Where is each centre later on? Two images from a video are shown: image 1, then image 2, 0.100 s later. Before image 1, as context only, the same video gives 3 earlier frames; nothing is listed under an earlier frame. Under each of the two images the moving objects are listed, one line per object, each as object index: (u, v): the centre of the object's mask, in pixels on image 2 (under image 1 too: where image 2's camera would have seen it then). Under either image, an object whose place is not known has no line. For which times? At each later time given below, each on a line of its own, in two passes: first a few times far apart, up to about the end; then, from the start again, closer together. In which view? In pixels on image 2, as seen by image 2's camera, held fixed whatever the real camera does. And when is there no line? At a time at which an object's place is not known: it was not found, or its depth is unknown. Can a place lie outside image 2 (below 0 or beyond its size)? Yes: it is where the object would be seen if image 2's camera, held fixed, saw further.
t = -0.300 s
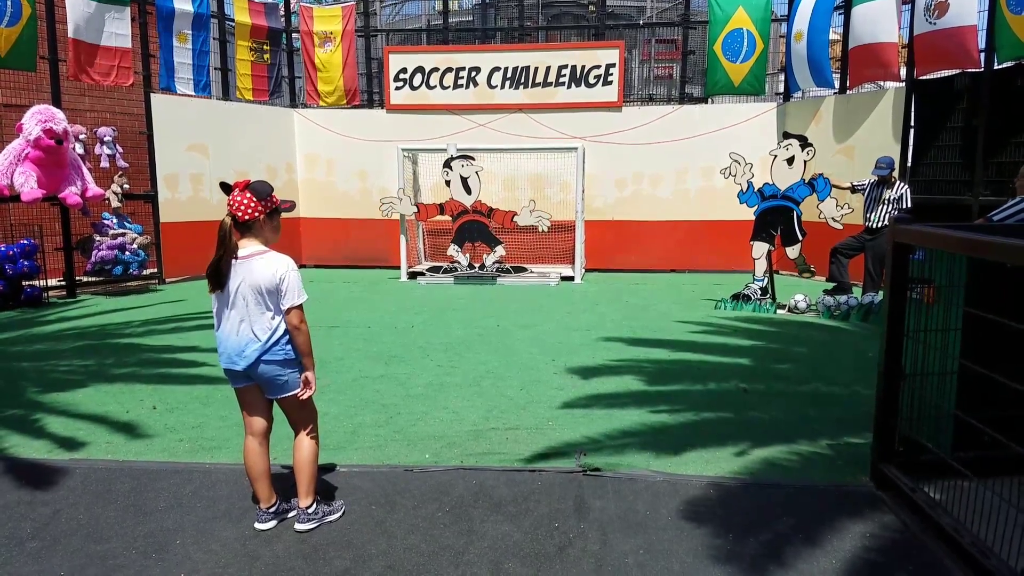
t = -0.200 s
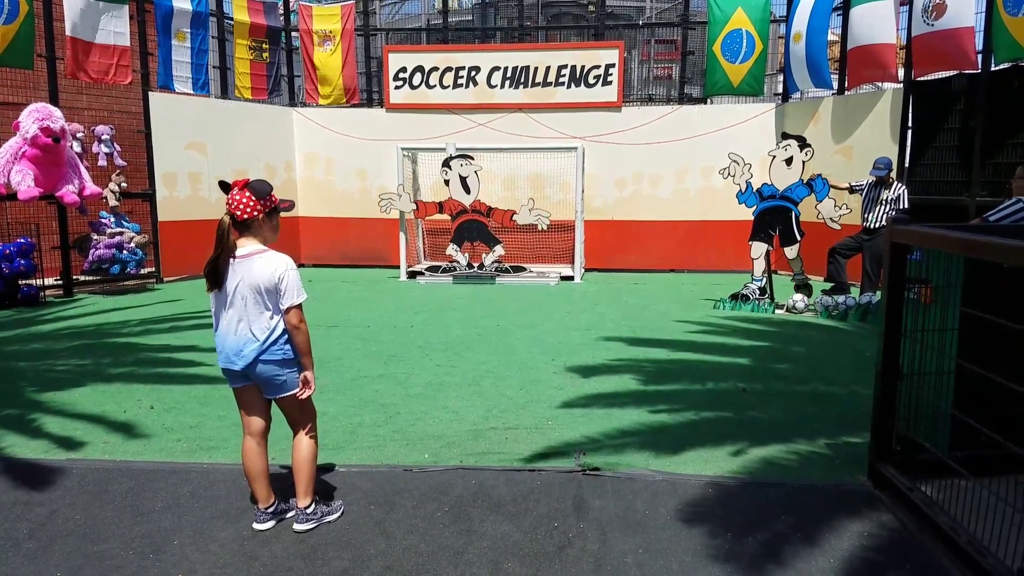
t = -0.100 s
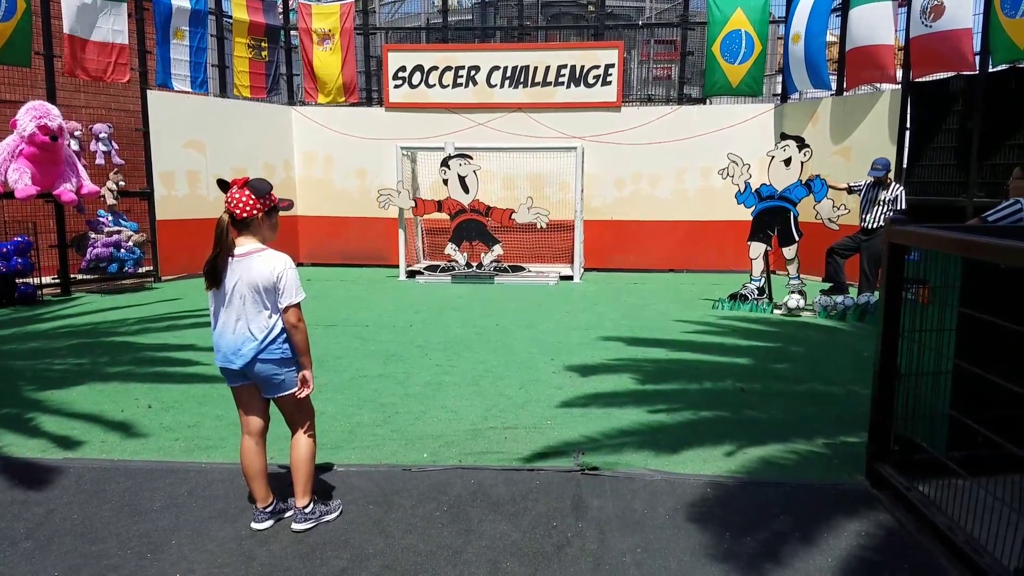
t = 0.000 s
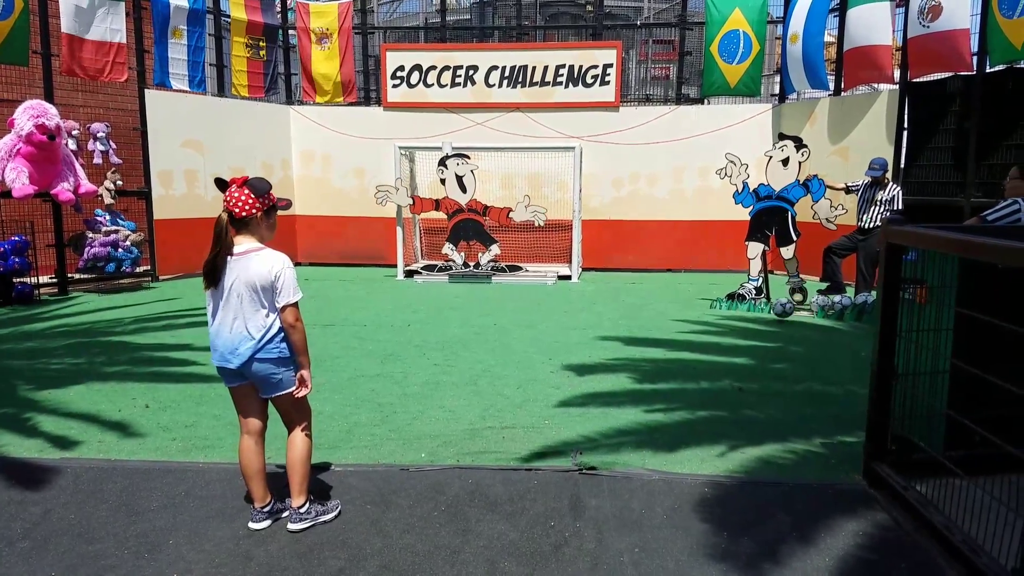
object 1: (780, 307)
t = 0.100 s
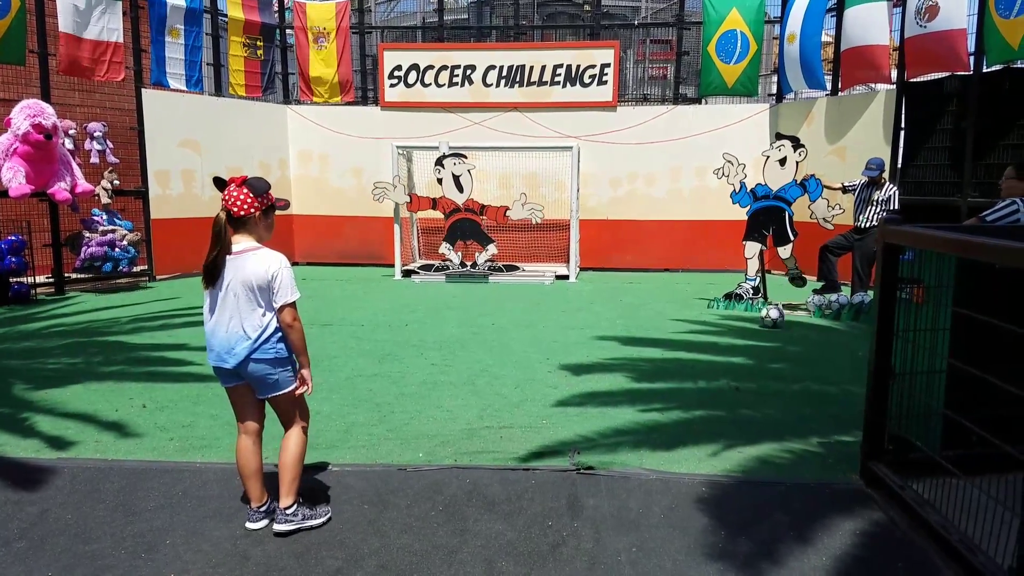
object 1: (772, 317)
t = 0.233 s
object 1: (763, 322)
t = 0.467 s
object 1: (748, 340)
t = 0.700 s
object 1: (733, 354)
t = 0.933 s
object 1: (718, 378)
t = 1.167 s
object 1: (701, 406)
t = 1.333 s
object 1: (687, 430)
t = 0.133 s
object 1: (771, 315)
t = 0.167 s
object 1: (768, 316)
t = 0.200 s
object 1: (766, 318)
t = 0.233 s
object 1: (763, 322)
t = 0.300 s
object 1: (759, 329)
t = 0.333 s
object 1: (757, 328)
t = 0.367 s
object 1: (755, 329)
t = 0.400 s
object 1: (752, 332)
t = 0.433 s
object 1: (750, 336)
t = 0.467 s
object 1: (748, 340)
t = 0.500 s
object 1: (745, 340)
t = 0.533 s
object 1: (744, 341)
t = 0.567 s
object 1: (742, 343)
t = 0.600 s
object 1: (739, 347)
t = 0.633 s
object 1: (737, 352)
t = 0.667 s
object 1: (735, 353)
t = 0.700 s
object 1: (733, 354)
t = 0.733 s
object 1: (731, 356)
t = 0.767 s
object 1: (729, 359)
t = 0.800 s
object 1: (726, 364)
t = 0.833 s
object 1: (724, 366)
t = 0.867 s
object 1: (722, 369)
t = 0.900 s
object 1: (720, 373)
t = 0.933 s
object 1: (718, 378)
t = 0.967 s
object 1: (716, 382)
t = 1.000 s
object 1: (713, 384)
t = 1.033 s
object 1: (710, 388)
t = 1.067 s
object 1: (708, 392)
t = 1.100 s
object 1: (706, 396)
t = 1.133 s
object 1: (703, 401)
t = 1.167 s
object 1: (701, 406)
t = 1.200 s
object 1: (699, 412)
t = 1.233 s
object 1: (696, 415)
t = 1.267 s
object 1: (693, 421)
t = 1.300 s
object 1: (690, 425)
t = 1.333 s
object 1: (687, 430)
